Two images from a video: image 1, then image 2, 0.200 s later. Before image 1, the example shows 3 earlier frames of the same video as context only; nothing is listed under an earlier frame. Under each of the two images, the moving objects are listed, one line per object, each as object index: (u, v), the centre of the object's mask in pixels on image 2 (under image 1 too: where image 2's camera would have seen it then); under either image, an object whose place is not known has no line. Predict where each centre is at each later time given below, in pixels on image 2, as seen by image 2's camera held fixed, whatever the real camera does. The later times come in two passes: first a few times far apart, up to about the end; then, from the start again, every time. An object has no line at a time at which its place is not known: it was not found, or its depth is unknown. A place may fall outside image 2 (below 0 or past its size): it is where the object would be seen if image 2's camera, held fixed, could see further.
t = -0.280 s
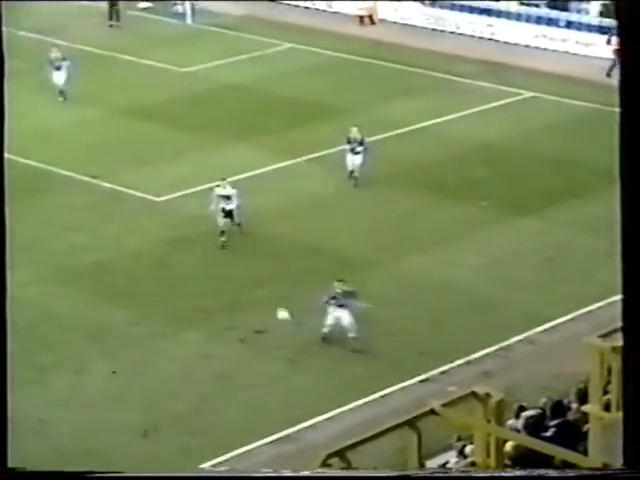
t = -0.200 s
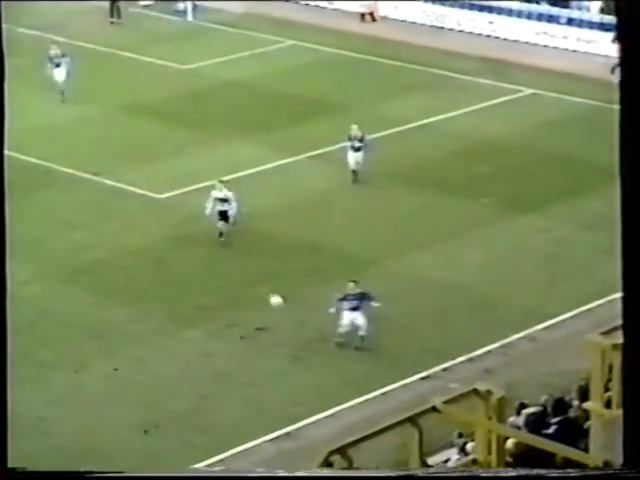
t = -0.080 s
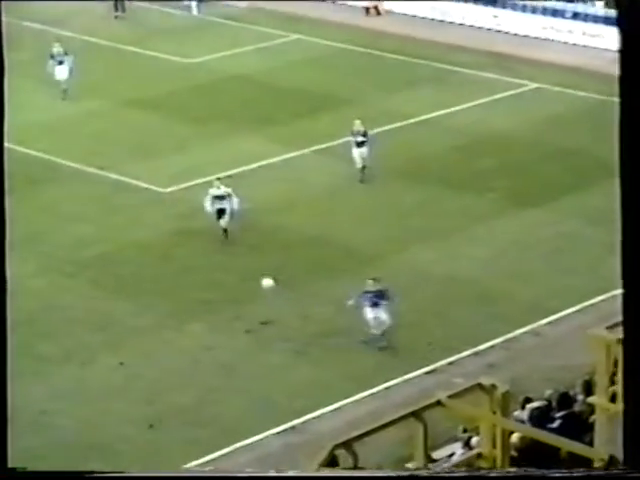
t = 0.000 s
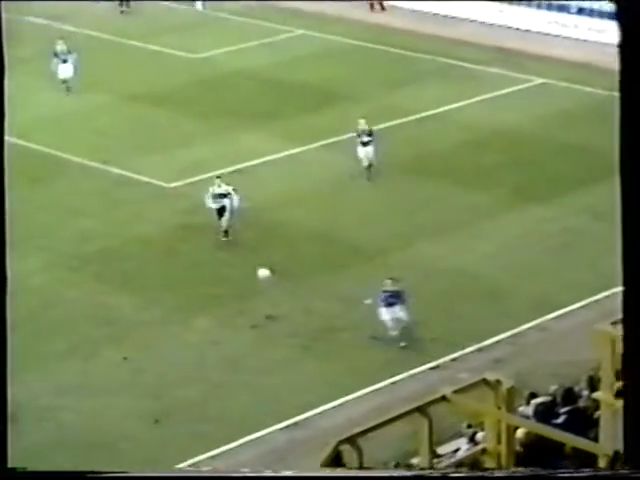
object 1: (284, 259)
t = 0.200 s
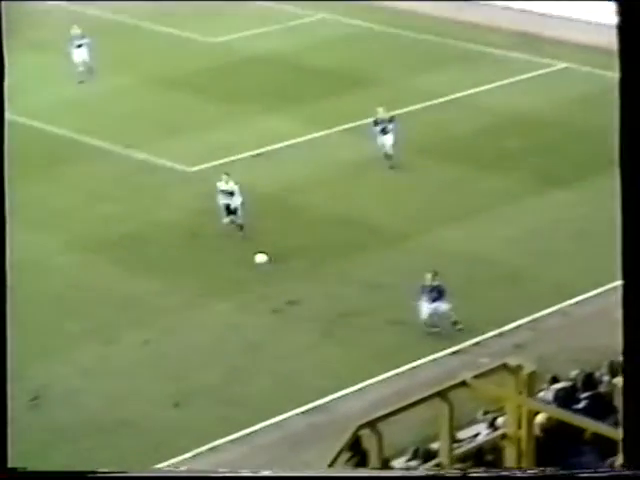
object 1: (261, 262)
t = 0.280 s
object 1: (252, 264)
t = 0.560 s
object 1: (223, 305)
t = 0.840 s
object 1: (197, 382)
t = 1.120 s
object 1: (169, 382)
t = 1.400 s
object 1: (143, 389)
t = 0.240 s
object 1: (256, 262)
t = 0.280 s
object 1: (252, 264)
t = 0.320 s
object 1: (248, 268)
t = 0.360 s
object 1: (244, 272)
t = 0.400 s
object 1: (239, 278)
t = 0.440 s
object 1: (235, 284)
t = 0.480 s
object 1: (229, 291)
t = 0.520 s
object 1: (227, 298)
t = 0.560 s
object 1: (223, 305)
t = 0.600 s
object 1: (219, 315)
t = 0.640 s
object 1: (216, 324)
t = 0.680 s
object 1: (213, 336)
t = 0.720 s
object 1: (209, 346)
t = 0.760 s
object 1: (203, 358)
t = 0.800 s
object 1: (201, 370)
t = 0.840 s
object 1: (197, 382)
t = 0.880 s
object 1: (193, 396)
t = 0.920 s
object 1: (188, 403)
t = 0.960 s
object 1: (184, 396)
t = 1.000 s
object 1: (180, 393)
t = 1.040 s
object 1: (176, 387)
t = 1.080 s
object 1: (172, 385)
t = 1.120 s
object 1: (169, 382)
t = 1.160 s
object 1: (166, 381)
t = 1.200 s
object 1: (161, 380)
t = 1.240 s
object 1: (157, 380)
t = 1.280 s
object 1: (154, 381)
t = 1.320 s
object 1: (150, 383)
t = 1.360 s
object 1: (146, 385)
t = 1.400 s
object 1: (143, 389)
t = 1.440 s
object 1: (138, 392)
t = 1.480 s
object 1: (135, 397)
